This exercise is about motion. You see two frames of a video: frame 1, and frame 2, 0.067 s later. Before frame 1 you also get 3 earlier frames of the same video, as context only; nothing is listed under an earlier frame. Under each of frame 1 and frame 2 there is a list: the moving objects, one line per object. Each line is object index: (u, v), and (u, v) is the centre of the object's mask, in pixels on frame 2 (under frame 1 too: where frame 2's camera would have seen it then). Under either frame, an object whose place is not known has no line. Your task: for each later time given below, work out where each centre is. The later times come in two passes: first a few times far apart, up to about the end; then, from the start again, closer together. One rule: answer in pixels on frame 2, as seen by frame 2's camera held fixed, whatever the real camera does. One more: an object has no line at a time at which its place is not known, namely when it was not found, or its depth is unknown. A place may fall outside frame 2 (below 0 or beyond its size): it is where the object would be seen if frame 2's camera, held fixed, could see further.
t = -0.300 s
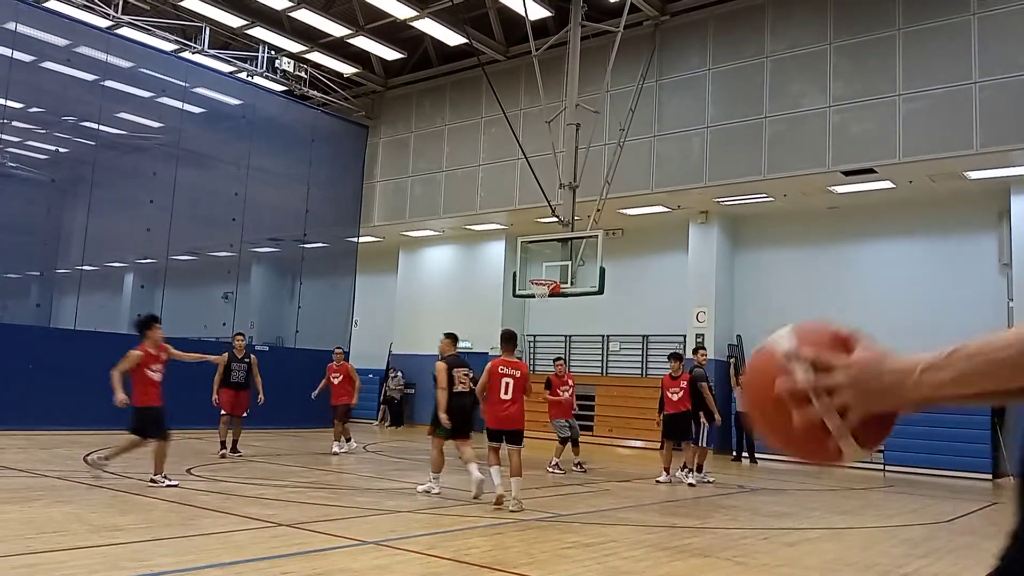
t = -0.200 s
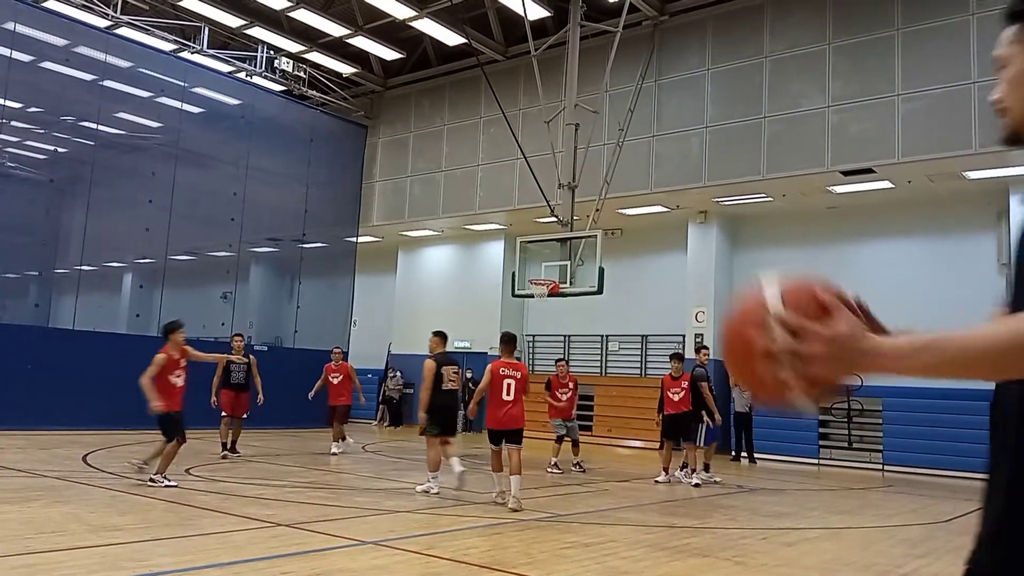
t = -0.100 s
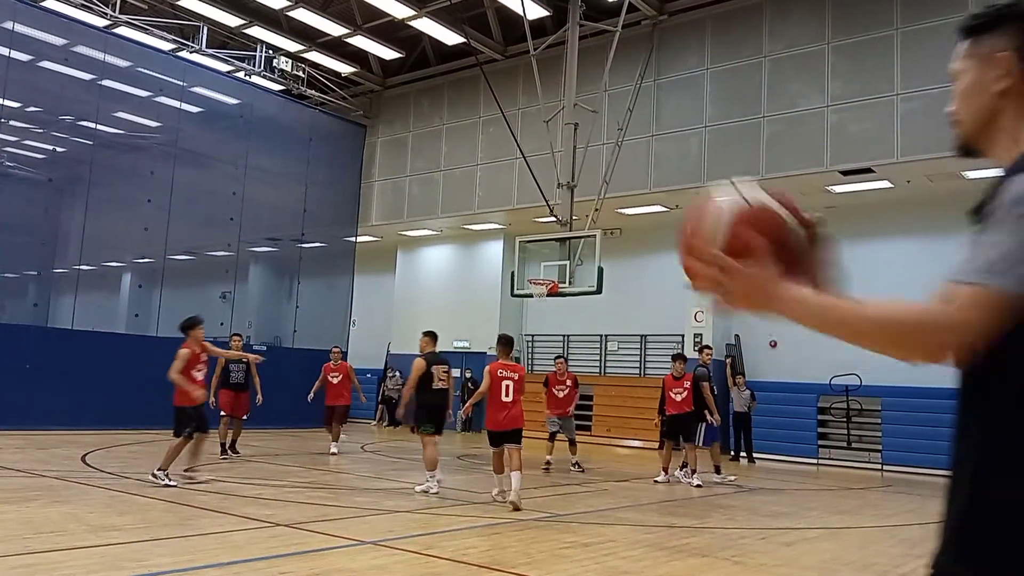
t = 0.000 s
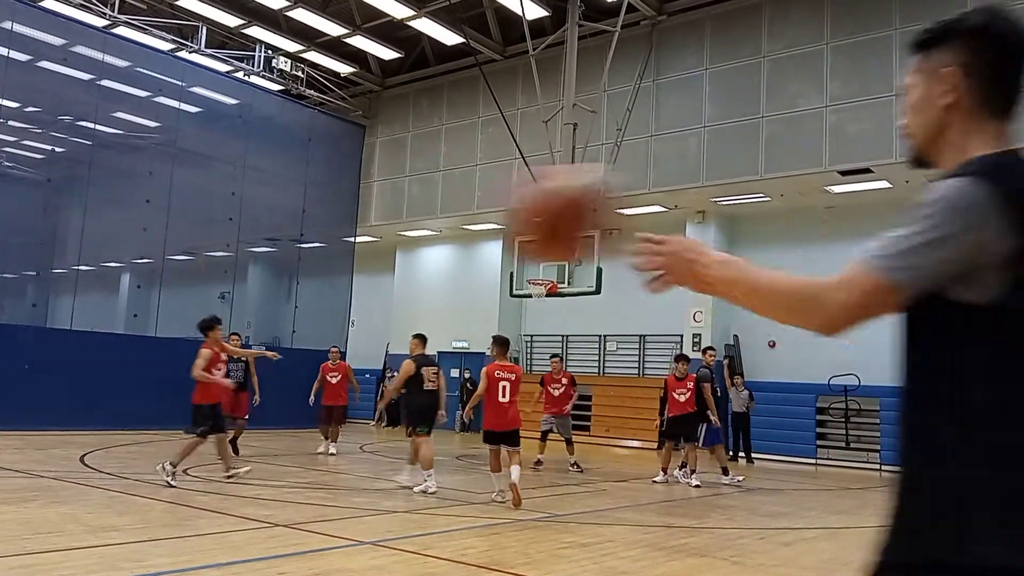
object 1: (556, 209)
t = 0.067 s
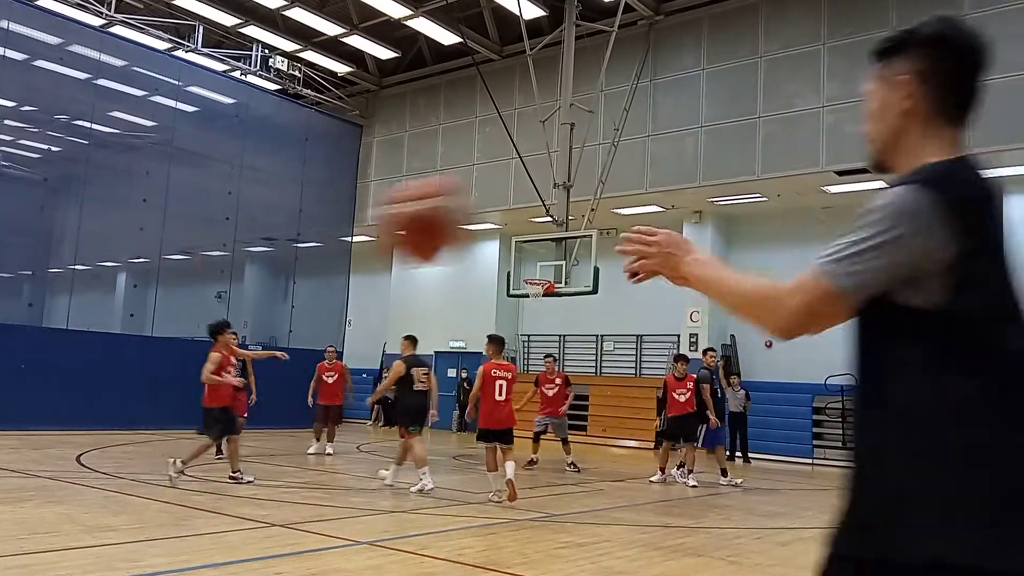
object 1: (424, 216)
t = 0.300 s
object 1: (132, 332)
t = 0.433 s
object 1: (29, 423)
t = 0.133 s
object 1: (319, 240)
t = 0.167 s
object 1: (278, 254)
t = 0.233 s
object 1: (201, 290)
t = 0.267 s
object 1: (166, 309)
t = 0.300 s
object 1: (132, 332)
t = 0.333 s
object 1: (102, 354)
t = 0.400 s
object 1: (51, 399)
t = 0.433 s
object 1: (29, 423)
